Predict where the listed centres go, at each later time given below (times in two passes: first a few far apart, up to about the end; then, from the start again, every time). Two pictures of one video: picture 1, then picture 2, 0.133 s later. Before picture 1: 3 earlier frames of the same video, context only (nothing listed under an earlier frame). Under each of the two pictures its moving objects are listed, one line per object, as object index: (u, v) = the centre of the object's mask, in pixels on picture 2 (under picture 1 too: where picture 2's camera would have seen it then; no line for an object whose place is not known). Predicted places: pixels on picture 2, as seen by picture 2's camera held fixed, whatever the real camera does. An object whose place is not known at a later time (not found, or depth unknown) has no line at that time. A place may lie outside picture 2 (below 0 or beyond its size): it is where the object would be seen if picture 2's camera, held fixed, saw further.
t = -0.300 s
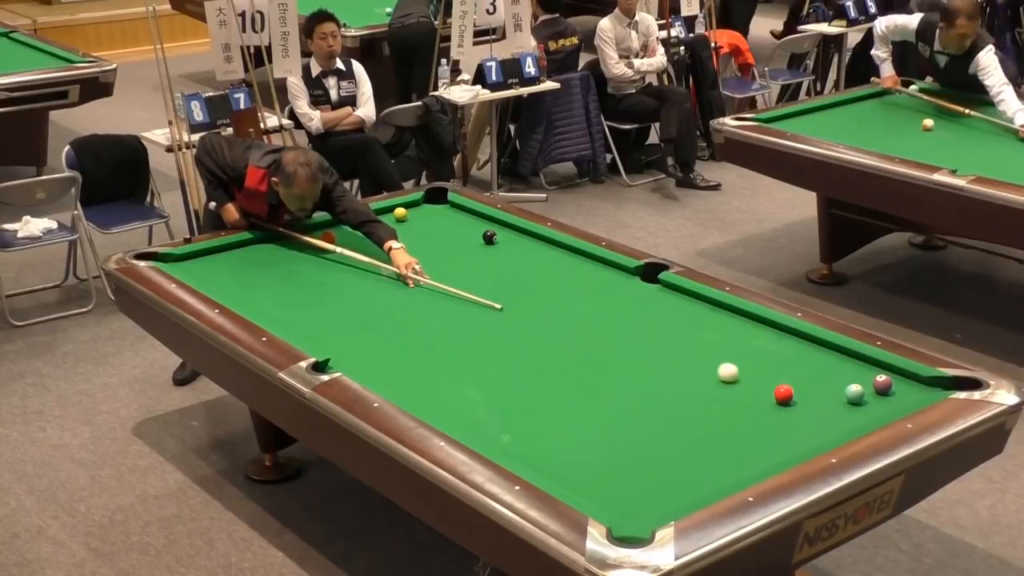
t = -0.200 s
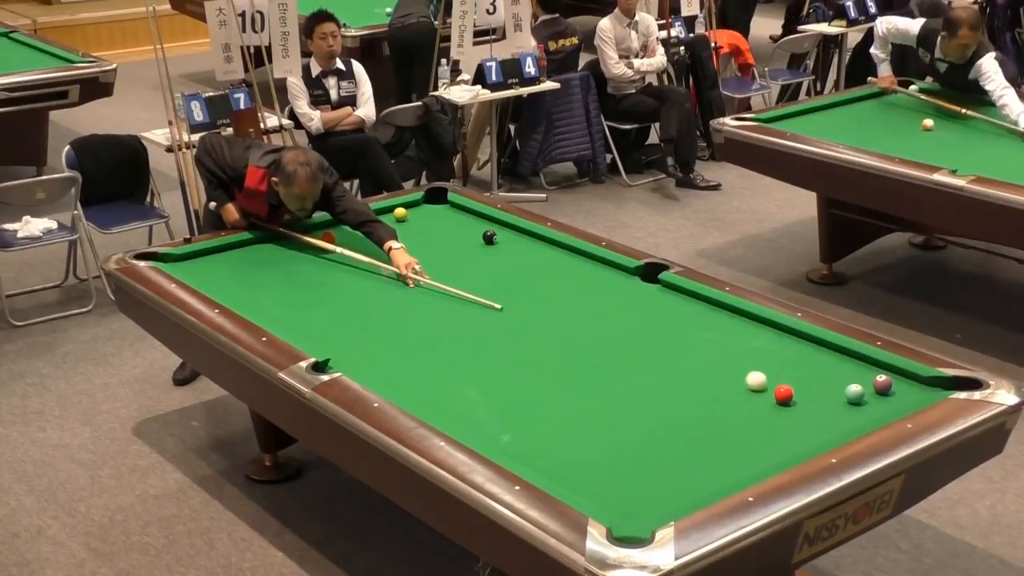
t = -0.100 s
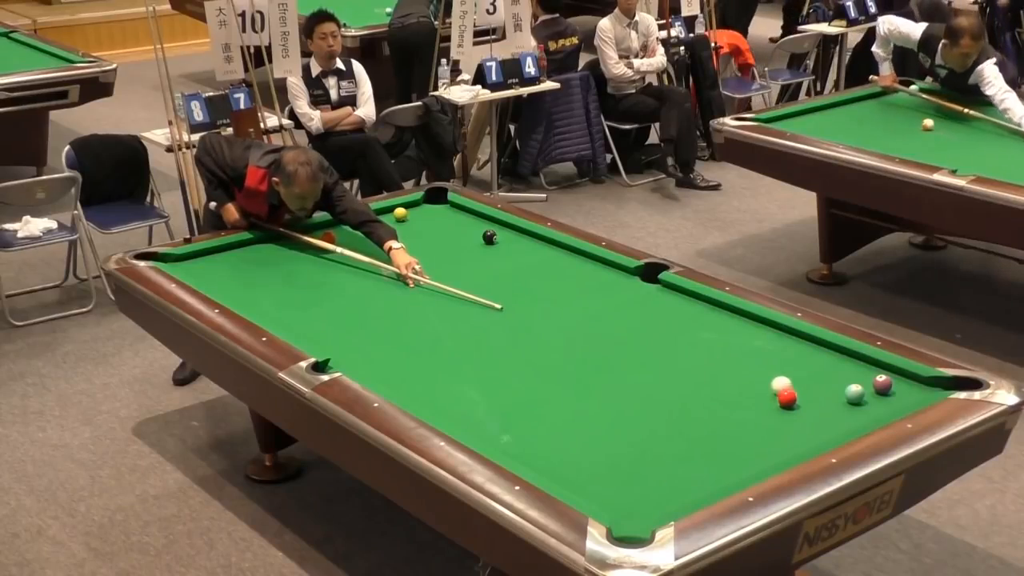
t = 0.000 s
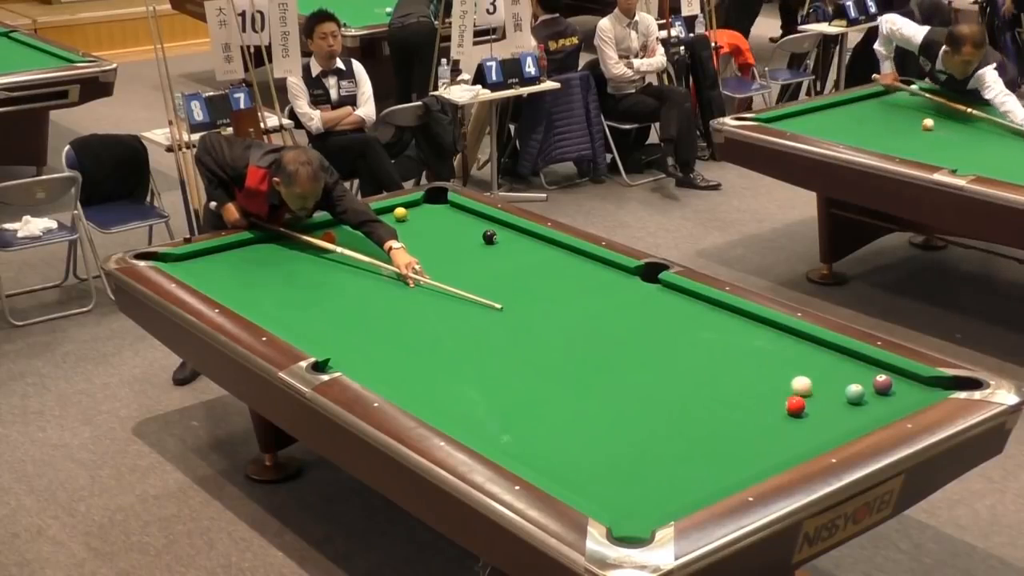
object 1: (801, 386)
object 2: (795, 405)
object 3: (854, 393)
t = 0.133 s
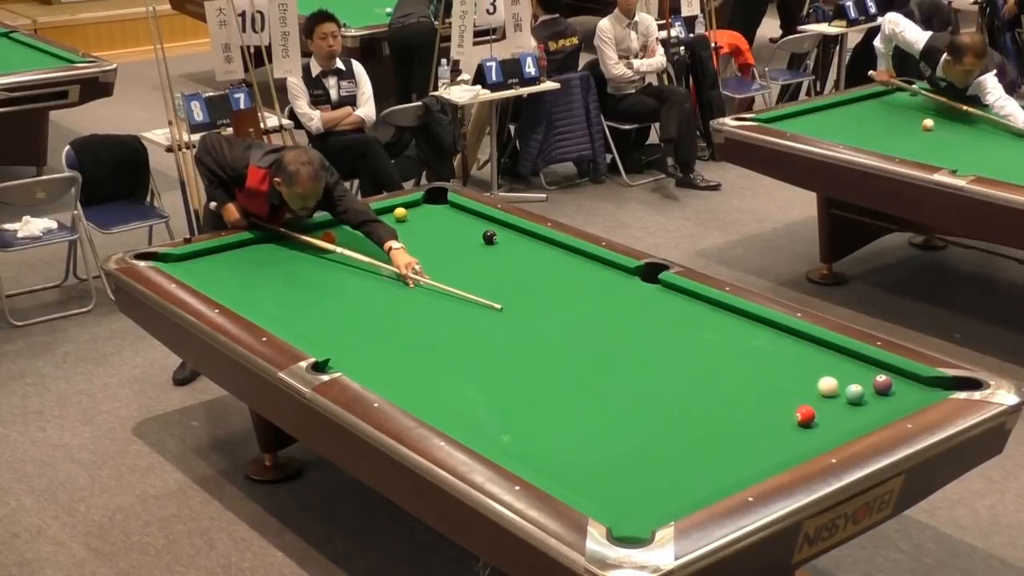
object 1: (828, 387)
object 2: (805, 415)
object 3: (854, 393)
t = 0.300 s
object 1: (854, 381)
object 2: (817, 427)
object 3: (859, 395)
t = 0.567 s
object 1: (868, 375)
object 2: (810, 433)
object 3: (869, 402)
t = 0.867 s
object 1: (876, 366)
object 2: (781, 427)
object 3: (878, 406)
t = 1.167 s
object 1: (859, 365)
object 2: (756, 422)
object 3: (877, 408)
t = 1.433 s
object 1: (844, 364)
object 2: (736, 418)
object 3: (873, 408)
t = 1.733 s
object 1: (830, 364)
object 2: (716, 415)
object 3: (870, 408)
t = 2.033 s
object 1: (819, 364)
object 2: (700, 411)
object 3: (870, 408)
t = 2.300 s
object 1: (812, 364)
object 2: (687, 409)
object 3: (870, 409)
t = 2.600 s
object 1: (806, 364)
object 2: (676, 407)
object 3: (870, 408)
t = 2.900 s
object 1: (802, 364)
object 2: (667, 406)
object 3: (870, 408)
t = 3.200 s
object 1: (801, 364)
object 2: (662, 405)
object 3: (870, 408)
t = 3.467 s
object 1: (801, 365)
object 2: (659, 405)
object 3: (870, 408)
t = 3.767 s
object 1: (801, 365)
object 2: (658, 406)
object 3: (870, 408)
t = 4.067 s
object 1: (801, 365)
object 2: (658, 406)
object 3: (870, 408)
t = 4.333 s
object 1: (801, 365)
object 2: (657, 406)
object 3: (870, 408)
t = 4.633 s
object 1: (802, 365)
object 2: (657, 406)
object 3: (870, 408)
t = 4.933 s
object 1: (802, 365)
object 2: (657, 406)
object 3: (870, 408)
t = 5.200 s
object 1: (802, 365)
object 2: (657, 406)
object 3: (870, 408)
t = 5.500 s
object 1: (802, 365)
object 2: (658, 406)
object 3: (870, 408)
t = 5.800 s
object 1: (802, 365)
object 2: (657, 406)
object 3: (870, 408)
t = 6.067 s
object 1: (802, 365)
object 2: (657, 406)
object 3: (870, 408)
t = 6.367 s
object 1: (801, 365)
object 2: (658, 406)
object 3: (870, 408)
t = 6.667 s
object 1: (802, 365)
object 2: (658, 406)
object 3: (870, 408)
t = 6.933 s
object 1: (802, 365)
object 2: (658, 406)
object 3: (870, 408)
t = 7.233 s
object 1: (801, 365)
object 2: (658, 406)
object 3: (870, 408)
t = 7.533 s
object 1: (802, 365)
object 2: (658, 406)
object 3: (871, 408)
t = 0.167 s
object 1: (834, 387)
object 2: (808, 418)
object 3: (854, 393)
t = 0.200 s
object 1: (839, 386)
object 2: (810, 420)
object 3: (855, 393)
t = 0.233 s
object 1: (843, 384)
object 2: (813, 423)
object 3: (856, 394)
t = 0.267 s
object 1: (848, 383)
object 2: (815, 425)
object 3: (857, 394)
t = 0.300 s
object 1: (854, 381)
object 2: (817, 427)
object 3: (859, 395)
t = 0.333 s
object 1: (859, 381)
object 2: (820, 429)
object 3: (860, 396)
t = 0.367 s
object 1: (861, 380)
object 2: (822, 431)
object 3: (861, 397)
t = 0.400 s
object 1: (863, 380)
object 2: (824, 432)
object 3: (863, 398)
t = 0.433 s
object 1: (864, 379)
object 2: (824, 433)
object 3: (864, 399)
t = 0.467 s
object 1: (865, 379)
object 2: (820, 433)
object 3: (865, 400)
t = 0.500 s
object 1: (866, 378)
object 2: (816, 433)
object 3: (866, 400)
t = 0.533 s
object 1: (867, 377)
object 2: (813, 433)
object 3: (867, 401)
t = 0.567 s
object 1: (868, 375)
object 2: (810, 433)
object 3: (869, 402)
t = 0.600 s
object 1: (869, 374)
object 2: (806, 432)
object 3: (870, 402)
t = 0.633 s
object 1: (870, 373)
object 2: (803, 432)
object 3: (871, 403)
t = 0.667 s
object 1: (871, 372)
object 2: (800, 431)
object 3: (872, 404)
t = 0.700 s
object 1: (872, 371)
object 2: (796, 430)
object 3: (873, 404)
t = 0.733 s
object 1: (873, 370)
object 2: (793, 430)
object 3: (874, 405)
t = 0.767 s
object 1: (874, 369)
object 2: (790, 429)
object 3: (875, 405)
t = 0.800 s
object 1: (874, 368)
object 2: (787, 428)
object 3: (876, 406)
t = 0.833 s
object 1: (875, 367)
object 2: (784, 427)
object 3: (877, 405)
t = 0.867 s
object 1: (876, 366)
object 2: (781, 427)
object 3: (878, 406)
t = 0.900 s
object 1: (875, 365)
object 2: (778, 426)
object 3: (879, 407)
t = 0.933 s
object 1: (873, 365)
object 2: (775, 426)
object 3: (880, 407)
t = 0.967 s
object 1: (871, 365)
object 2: (772, 425)
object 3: (880, 407)
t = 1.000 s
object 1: (869, 365)
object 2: (769, 425)
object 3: (881, 408)
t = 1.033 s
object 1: (867, 365)
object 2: (766, 424)
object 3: (880, 408)
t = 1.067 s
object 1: (865, 365)
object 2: (764, 423)
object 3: (879, 407)
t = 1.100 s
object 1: (863, 365)
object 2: (761, 423)
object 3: (879, 407)
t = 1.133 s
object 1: (861, 365)
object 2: (758, 422)
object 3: (878, 408)
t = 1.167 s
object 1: (859, 365)
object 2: (756, 422)
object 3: (877, 408)
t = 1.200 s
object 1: (857, 365)
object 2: (753, 421)
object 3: (876, 407)
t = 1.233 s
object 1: (855, 365)
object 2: (750, 421)
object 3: (875, 406)
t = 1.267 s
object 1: (853, 364)
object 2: (748, 420)
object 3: (875, 407)
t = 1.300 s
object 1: (851, 364)
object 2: (745, 420)
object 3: (874, 407)
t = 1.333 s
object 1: (849, 365)
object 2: (743, 420)
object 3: (874, 407)
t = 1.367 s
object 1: (847, 365)
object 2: (740, 419)
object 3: (873, 408)
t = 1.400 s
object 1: (846, 365)
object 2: (738, 419)
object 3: (873, 408)
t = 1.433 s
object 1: (844, 364)
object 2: (736, 418)
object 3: (873, 408)
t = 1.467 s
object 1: (843, 365)
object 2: (733, 418)
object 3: (872, 408)
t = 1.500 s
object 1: (841, 364)
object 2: (731, 418)
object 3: (872, 408)
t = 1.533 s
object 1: (839, 364)
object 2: (729, 417)
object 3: (872, 408)
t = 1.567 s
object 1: (838, 364)
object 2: (727, 417)
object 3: (871, 408)
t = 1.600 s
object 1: (836, 364)
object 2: (724, 416)
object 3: (871, 408)
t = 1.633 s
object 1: (834, 364)
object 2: (722, 416)
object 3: (871, 408)
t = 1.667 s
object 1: (833, 364)
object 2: (720, 415)
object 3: (871, 408)
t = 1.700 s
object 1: (832, 364)
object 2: (718, 415)
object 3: (871, 408)
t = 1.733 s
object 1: (830, 364)
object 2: (716, 415)
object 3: (870, 408)
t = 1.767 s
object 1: (829, 364)
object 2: (714, 414)
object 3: (870, 408)
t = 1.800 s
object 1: (828, 364)
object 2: (712, 414)
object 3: (870, 408)
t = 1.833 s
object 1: (826, 364)
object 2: (710, 414)
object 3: (870, 408)
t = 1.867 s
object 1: (825, 364)
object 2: (709, 413)
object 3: (870, 408)
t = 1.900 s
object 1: (824, 364)
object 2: (707, 413)
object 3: (870, 408)
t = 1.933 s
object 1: (823, 364)
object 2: (705, 413)
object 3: (870, 408)
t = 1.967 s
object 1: (822, 364)
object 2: (703, 412)
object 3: (870, 408)
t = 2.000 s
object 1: (820, 364)
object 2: (701, 412)
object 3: (870, 408)
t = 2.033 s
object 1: (819, 364)
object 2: (700, 411)
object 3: (870, 408)
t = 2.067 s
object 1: (818, 364)
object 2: (698, 411)
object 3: (870, 408)
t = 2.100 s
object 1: (817, 364)
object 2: (696, 411)
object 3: (870, 408)
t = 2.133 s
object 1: (816, 364)
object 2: (695, 410)
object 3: (870, 408)
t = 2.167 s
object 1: (815, 364)
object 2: (693, 410)
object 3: (870, 409)
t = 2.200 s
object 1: (814, 364)
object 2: (692, 410)
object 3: (870, 409)
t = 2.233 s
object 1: (813, 364)
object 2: (690, 410)
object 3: (870, 409)
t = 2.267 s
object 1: (812, 364)
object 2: (689, 409)
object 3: (870, 409)
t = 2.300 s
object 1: (812, 364)
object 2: (687, 409)
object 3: (870, 409)
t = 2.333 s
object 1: (811, 364)
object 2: (686, 409)
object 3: (870, 409)
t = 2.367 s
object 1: (810, 364)
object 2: (685, 409)
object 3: (870, 409)
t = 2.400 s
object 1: (809, 364)
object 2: (683, 408)
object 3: (870, 409)
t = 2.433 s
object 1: (808, 364)
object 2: (682, 408)
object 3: (870, 408)
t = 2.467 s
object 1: (808, 364)
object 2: (681, 408)
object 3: (870, 408)
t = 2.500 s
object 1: (807, 364)
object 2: (680, 408)
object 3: (870, 408)
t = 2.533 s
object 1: (807, 364)
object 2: (678, 408)
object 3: (870, 408)
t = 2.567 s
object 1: (806, 364)
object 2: (677, 408)
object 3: (870, 408)
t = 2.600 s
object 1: (806, 364)
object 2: (676, 407)
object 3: (870, 408)
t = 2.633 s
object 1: (805, 364)
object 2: (675, 407)
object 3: (870, 408)
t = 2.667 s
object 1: (805, 364)
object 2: (674, 407)
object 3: (870, 408)
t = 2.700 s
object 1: (804, 364)
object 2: (673, 407)
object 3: (870, 408)
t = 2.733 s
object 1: (804, 364)
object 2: (672, 407)
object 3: (870, 408)
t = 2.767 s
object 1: (803, 364)
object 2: (671, 407)
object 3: (870, 408)
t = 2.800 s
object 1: (803, 364)
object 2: (670, 406)
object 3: (870, 408)
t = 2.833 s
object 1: (803, 364)
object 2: (669, 406)
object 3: (870, 408)
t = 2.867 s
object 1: (803, 364)
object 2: (668, 406)
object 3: (870, 408)
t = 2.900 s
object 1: (802, 364)
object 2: (667, 406)
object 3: (870, 408)
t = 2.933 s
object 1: (802, 364)
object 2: (667, 406)
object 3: (870, 408)
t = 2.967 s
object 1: (802, 364)
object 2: (666, 406)
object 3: (870, 408)
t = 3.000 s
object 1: (801, 364)
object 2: (665, 406)
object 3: (870, 408)
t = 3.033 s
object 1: (801, 365)
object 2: (665, 406)
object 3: (870, 408)
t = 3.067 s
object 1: (801, 364)
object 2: (664, 406)
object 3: (870, 408)
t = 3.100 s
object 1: (801, 365)
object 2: (663, 406)
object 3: (870, 408)
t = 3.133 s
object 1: (801, 365)
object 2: (663, 406)
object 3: (870, 408)
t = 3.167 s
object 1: (801, 365)
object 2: (662, 405)
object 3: (870, 408)
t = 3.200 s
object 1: (801, 364)
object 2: (662, 405)
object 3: (870, 408)
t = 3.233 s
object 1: (801, 364)
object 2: (661, 405)
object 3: (870, 408)
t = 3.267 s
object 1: (801, 364)
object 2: (661, 405)
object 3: (870, 408)
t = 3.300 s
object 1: (801, 364)
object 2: (661, 405)
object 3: (870, 408)
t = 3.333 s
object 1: (801, 365)
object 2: (660, 405)
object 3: (870, 408)
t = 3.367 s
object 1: (801, 365)
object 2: (660, 405)
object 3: (870, 408)
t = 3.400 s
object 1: (801, 365)
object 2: (659, 405)
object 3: (870, 408)
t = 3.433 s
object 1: (801, 365)
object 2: (659, 405)
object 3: (870, 408)
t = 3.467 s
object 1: (801, 365)
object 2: (659, 405)
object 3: (870, 408)
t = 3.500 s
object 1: (801, 365)
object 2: (659, 405)
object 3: (870, 408)
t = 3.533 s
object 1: (801, 365)
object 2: (658, 405)
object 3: (870, 408)
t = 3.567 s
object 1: (801, 365)
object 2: (658, 405)
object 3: (870, 408)
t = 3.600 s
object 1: (801, 365)
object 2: (658, 405)
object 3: (870, 408)
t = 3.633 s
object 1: (801, 365)
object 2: (658, 406)
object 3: (870, 408)
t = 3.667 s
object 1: (801, 365)
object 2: (658, 406)
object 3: (870, 408)
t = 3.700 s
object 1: (801, 365)
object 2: (658, 406)
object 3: (870, 408)
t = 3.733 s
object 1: (801, 365)
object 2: (658, 406)
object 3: (870, 408)
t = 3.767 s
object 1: (801, 365)
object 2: (658, 406)
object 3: (870, 408)
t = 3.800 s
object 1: (801, 365)
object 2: (658, 406)
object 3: (870, 408)
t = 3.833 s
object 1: (801, 365)
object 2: (658, 406)
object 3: (870, 408)
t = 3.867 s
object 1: (801, 365)
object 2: (658, 406)
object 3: (870, 408)
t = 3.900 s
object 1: (801, 365)
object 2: (658, 406)
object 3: (870, 408)
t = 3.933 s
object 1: (801, 365)
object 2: (658, 406)
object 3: (870, 408)
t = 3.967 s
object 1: (801, 365)
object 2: (658, 406)
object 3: (870, 408)
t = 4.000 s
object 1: (801, 365)
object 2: (658, 406)
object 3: (870, 408)
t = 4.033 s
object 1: (801, 365)
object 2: (658, 406)
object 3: (870, 408)
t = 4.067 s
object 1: (801, 365)
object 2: (658, 406)
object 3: (870, 408)
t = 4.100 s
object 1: (801, 365)
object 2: (658, 406)
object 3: (870, 408)
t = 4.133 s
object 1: (801, 365)
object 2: (658, 406)
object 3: (870, 408)
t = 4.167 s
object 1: (801, 365)
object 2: (658, 406)
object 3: (870, 408)
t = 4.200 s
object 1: (801, 365)
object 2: (658, 406)
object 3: (870, 408)
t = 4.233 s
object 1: (801, 365)
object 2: (658, 406)
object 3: (870, 408)
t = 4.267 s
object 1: (801, 365)
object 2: (658, 406)
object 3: (870, 408)
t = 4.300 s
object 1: (801, 365)
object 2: (658, 406)
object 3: (870, 408)
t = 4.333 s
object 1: (801, 365)
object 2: (657, 406)
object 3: (870, 408)
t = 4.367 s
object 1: (802, 365)
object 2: (657, 406)
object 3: (870, 408)
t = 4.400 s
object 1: (802, 365)
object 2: (657, 406)
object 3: (870, 408)
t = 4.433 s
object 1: (802, 365)
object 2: (657, 406)
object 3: (870, 408)
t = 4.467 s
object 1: (802, 365)
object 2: (657, 406)
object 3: (870, 408)
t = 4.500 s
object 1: (802, 365)
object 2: (657, 406)
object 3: (870, 408)
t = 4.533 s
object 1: (802, 365)
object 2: (657, 406)
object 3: (870, 408)
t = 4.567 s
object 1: (802, 365)
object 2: (657, 406)
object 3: (870, 408)
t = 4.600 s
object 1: (802, 365)
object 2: (657, 406)
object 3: (870, 408)
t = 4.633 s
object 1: (802, 365)
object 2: (657, 406)
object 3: (870, 408)
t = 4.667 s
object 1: (802, 365)
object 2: (657, 406)
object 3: (870, 408)
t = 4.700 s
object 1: (802, 365)
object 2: (657, 406)
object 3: (870, 408)
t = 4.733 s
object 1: (802, 365)
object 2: (657, 406)
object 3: (870, 408)
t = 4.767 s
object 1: (802, 365)
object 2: (657, 406)
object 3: (870, 408)
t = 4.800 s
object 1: (802, 365)
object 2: (657, 406)
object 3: (870, 408)
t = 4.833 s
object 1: (802, 365)
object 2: (657, 406)
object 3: (870, 408)
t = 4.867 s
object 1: (802, 365)
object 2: (657, 406)
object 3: (870, 408)
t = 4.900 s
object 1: (802, 365)
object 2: (657, 406)
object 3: (870, 408)
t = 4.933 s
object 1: (802, 365)
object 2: (657, 406)
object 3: (870, 408)
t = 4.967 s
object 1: (802, 365)
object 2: (657, 406)
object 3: (870, 408)
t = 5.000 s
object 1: (802, 365)
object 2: (657, 406)
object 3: (870, 408)
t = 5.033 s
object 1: (802, 365)
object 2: (657, 406)
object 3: (870, 408)
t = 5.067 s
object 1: (802, 365)
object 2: (657, 406)
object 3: (870, 408)
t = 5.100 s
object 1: (802, 365)
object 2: (657, 406)
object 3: (870, 408)
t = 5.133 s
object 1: (802, 365)
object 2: (657, 406)
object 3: (870, 408)
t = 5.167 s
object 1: (802, 365)
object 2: (657, 406)
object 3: (870, 408)
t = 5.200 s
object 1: (802, 365)
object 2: (657, 406)
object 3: (870, 408)
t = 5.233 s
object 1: (802, 365)
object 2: (657, 406)
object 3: (870, 408)
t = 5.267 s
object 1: (802, 365)
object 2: (658, 406)
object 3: (870, 408)
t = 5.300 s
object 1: (802, 365)
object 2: (658, 406)
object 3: (870, 408)
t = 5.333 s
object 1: (802, 365)
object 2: (657, 406)
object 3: (870, 408)
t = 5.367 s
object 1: (802, 365)
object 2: (658, 406)
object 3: (870, 408)
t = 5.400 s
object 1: (802, 365)
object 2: (658, 406)
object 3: (870, 408)
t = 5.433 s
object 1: (802, 365)
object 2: (658, 406)
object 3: (870, 408)
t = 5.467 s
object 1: (802, 365)
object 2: (658, 406)
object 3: (870, 408)
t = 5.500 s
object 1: (802, 365)
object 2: (658, 406)
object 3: (870, 408)
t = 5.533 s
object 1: (802, 365)
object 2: (658, 406)
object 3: (870, 408)
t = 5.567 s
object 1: (802, 365)
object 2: (657, 406)
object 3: (870, 408)
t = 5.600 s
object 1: (802, 365)
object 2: (658, 406)
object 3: (870, 408)
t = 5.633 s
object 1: (802, 365)
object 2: (658, 406)
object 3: (870, 408)
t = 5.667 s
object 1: (802, 365)
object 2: (657, 406)
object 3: (870, 408)
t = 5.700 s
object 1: (802, 365)
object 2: (657, 406)
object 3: (870, 408)
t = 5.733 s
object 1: (801, 365)
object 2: (657, 406)
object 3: (870, 408)
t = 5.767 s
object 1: (802, 365)
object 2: (657, 406)
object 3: (870, 408)
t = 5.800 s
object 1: (802, 365)
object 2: (657, 406)
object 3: (870, 408)
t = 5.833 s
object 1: (802, 365)
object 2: (657, 406)
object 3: (870, 408)
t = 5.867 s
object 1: (801, 365)
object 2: (657, 406)
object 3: (870, 408)
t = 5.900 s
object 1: (801, 365)
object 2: (657, 406)
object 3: (870, 408)
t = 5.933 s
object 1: (801, 365)
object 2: (657, 406)
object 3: (870, 408)
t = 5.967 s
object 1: (801, 365)
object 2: (658, 406)
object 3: (870, 408)
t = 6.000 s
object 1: (801, 365)
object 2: (657, 406)
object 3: (870, 408)
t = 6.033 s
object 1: (801, 365)
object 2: (657, 406)
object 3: (870, 408)
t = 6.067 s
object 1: (802, 365)
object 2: (657, 406)
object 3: (870, 408)
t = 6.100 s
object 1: (802, 365)
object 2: (657, 406)
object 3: (870, 408)
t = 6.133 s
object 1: (802, 365)
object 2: (657, 406)
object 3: (870, 408)
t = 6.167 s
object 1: (801, 365)
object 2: (657, 406)
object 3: (870, 408)
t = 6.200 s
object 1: (801, 365)
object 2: (658, 406)
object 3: (870, 408)
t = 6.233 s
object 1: (801, 365)
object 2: (657, 406)
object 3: (870, 408)
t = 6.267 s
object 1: (801, 365)
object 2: (657, 406)
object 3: (870, 408)
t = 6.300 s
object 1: (801, 365)
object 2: (657, 406)
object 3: (870, 408)
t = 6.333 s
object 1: (801, 365)
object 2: (657, 406)
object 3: (870, 408)
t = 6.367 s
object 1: (801, 365)
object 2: (658, 406)
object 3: (870, 408)
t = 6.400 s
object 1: (801, 365)
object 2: (658, 406)
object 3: (870, 408)
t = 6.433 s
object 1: (801, 365)
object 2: (658, 406)
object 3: (870, 408)
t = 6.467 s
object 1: (801, 365)
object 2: (658, 406)
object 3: (870, 408)
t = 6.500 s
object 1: (801, 365)
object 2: (658, 406)
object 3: (870, 408)
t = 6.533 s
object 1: (801, 365)
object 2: (658, 406)
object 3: (871, 408)
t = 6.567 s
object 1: (802, 365)
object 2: (658, 406)
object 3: (870, 408)
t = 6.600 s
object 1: (802, 365)
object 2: (658, 406)
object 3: (870, 408)
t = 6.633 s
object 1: (802, 365)
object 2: (658, 406)
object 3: (870, 408)
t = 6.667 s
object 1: (802, 365)
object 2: (658, 406)
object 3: (870, 408)
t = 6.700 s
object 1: (802, 365)
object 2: (658, 406)
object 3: (870, 408)
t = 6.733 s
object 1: (802, 365)
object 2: (658, 406)
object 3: (870, 408)
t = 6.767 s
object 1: (802, 365)
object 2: (658, 406)
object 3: (871, 408)
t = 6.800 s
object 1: (801, 365)
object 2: (658, 406)
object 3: (871, 408)
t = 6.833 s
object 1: (802, 365)
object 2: (658, 406)
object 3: (870, 408)
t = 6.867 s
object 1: (802, 365)
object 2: (658, 406)
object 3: (870, 408)
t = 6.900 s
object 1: (802, 365)
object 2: (658, 406)
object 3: (870, 408)
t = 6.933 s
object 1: (802, 365)
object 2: (658, 406)
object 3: (870, 408)
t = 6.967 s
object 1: (802, 365)
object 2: (658, 406)
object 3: (870, 408)
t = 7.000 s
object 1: (802, 365)
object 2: (658, 406)
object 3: (870, 408)
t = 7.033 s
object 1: (802, 365)
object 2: (658, 406)
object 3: (870, 408)
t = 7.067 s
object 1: (802, 365)
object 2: (658, 406)
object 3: (870, 408)
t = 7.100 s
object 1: (802, 365)
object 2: (658, 406)
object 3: (870, 408)
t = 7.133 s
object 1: (802, 365)
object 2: (658, 406)
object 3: (870, 408)
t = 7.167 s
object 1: (802, 365)
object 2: (658, 406)
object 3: (870, 408)
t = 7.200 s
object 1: (802, 365)
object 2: (658, 406)
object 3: (870, 408)
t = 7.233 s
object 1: (801, 365)
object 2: (658, 406)
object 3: (870, 408)
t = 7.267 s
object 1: (802, 365)
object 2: (658, 406)
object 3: (870, 408)
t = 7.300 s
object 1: (802, 365)
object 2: (658, 406)
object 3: (870, 408)
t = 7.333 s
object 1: (802, 365)
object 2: (658, 406)
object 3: (870, 408)
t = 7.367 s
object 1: (802, 365)
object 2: (658, 406)
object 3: (870, 408)
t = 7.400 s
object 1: (802, 365)
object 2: (658, 406)
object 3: (870, 408)
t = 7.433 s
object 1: (802, 365)
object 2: (658, 406)
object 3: (870, 408)
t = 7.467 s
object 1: (802, 365)
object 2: (658, 406)
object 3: (871, 408)
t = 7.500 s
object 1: (802, 365)
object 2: (658, 406)
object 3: (871, 408)
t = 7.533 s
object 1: (802, 365)
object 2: (658, 406)
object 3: (871, 408)
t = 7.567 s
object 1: (802, 365)
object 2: (658, 406)
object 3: (871, 408)
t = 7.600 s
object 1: (802, 365)
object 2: (658, 406)
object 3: (871, 408)
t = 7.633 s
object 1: (802, 365)
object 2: (658, 406)
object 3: (871, 408)
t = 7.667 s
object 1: (802, 365)
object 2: (658, 406)
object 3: (871, 408)
